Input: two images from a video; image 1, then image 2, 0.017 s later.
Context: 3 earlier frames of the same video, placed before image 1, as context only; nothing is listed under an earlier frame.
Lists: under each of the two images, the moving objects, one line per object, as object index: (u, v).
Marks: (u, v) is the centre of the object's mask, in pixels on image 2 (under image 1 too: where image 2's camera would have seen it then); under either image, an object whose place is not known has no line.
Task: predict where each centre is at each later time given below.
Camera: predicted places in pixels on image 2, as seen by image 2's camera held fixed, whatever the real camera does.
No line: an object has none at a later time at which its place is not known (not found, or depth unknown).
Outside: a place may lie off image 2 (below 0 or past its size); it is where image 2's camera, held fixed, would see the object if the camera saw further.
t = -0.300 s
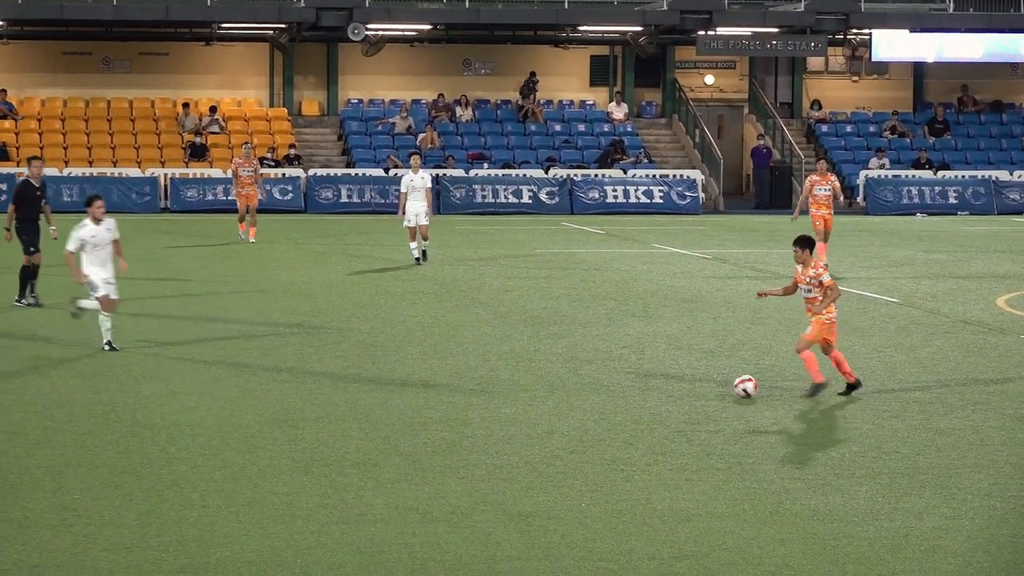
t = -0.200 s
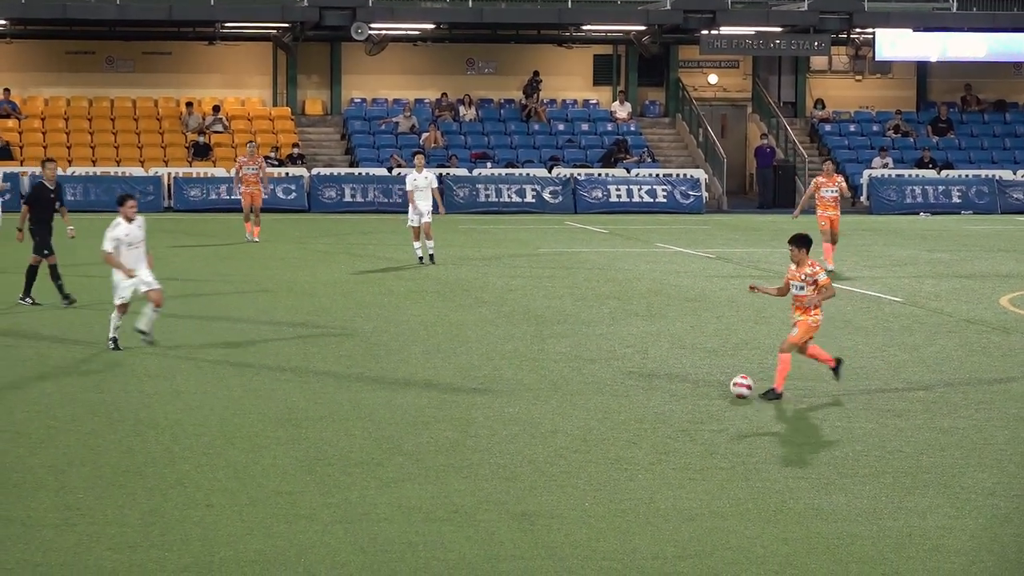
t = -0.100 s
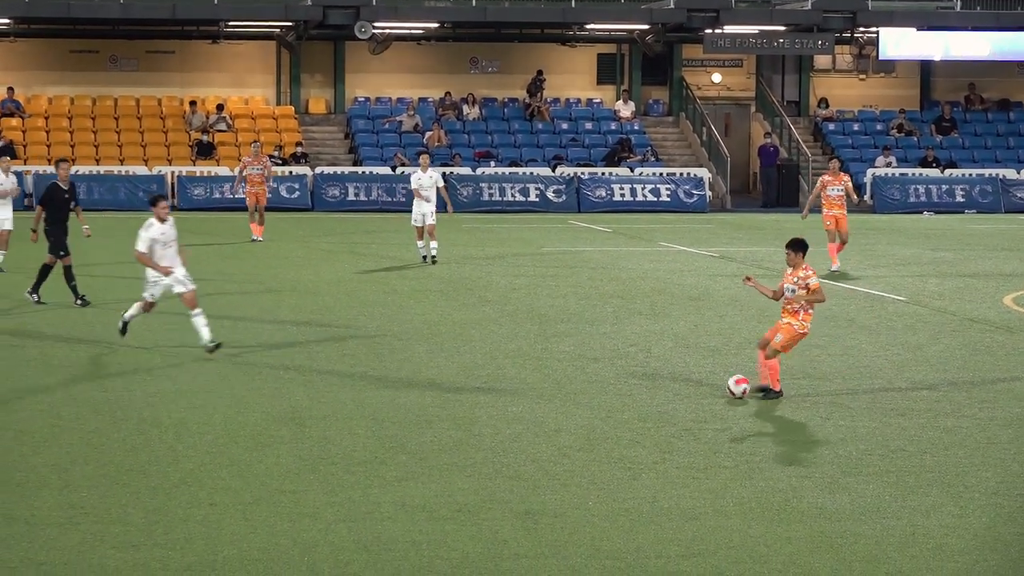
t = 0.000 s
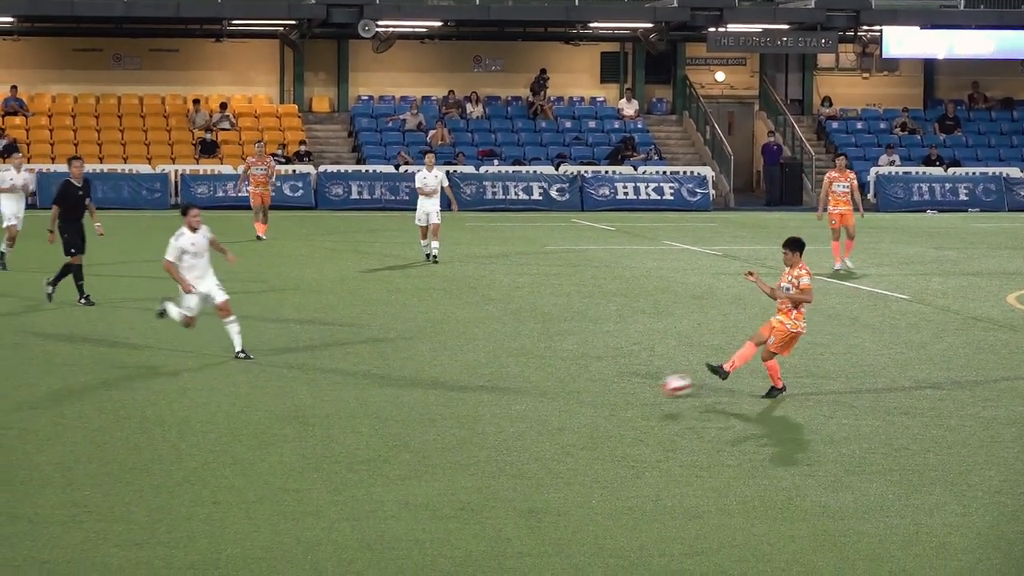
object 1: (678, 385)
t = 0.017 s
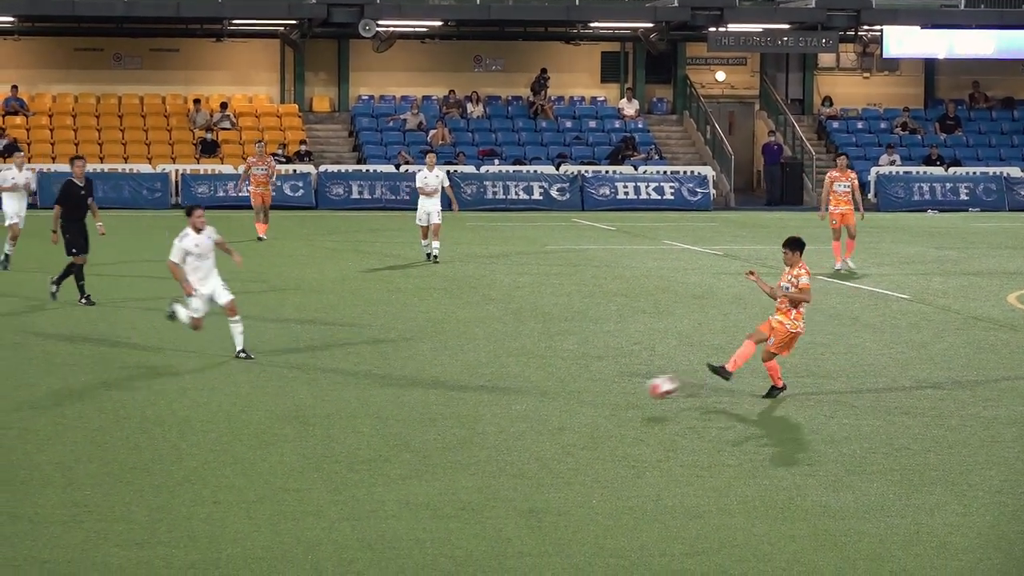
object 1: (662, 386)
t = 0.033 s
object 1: (649, 387)
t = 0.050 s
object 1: (634, 389)
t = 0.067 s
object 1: (619, 392)
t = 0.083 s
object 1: (603, 395)
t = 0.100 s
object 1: (588, 398)
